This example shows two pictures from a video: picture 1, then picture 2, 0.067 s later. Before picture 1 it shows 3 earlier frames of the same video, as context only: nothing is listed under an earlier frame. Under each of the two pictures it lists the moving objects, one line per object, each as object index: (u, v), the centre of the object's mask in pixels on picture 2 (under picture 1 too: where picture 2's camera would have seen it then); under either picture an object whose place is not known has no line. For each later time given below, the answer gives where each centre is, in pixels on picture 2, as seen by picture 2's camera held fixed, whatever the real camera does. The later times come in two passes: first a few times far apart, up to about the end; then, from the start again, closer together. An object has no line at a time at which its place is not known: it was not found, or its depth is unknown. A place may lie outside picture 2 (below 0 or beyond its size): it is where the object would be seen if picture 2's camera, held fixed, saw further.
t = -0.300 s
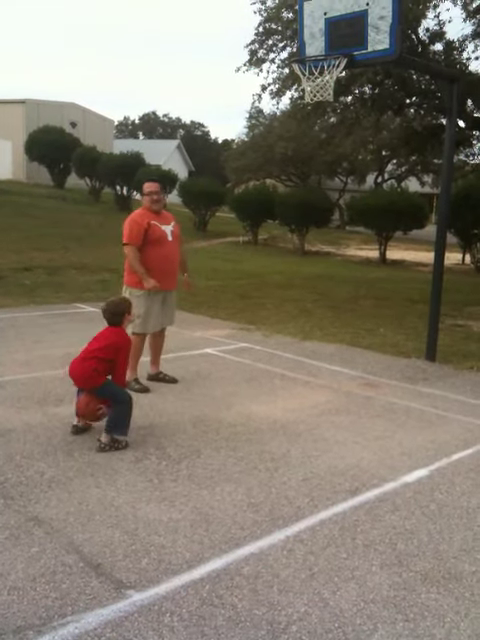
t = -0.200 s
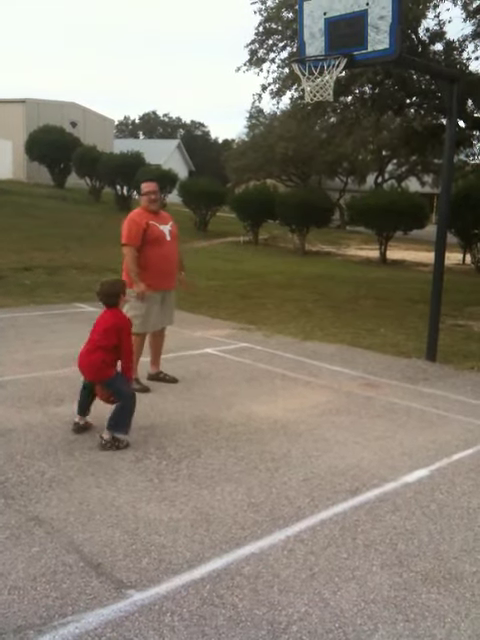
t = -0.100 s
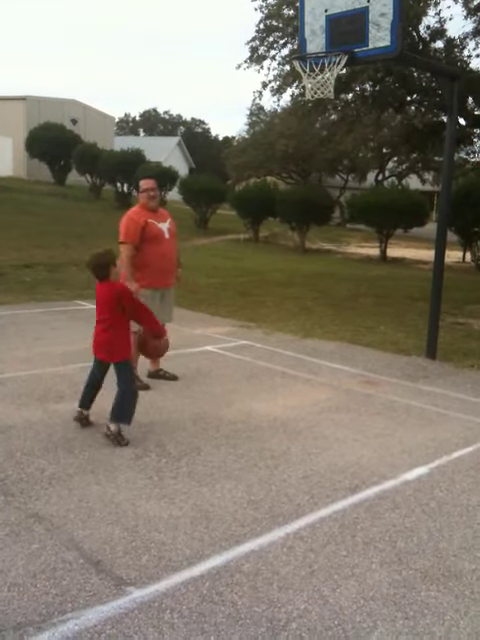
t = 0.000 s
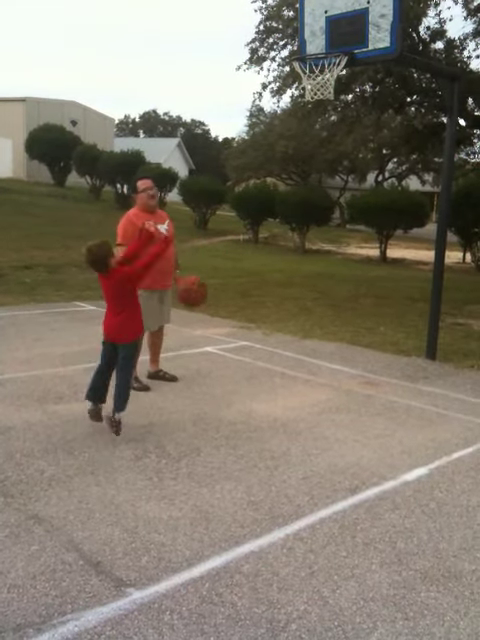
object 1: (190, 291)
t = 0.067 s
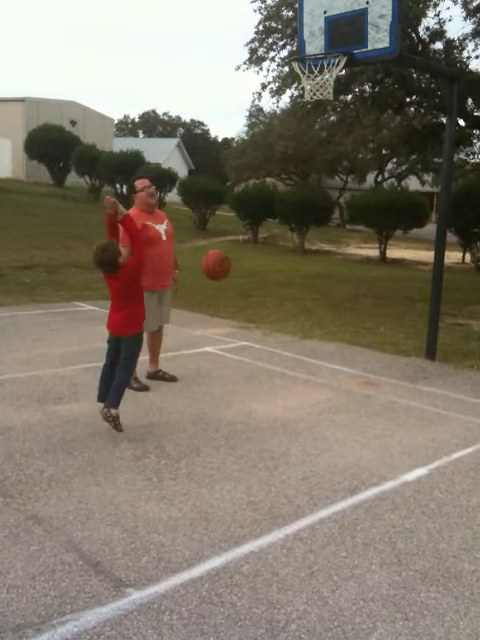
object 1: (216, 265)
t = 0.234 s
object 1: (270, 226)
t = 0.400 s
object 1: (316, 223)
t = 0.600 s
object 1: (362, 256)
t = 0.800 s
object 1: (397, 321)
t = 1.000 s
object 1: (417, 328)
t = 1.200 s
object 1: (427, 294)
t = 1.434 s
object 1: (439, 301)
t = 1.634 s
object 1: (448, 342)
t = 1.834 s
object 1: (468, 338)
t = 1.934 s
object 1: (478, 338)
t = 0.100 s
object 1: (227, 254)
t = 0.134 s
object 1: (239, 245)
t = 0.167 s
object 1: (250, 237)
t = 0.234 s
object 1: (270, 226)
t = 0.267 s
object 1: (280, 222)
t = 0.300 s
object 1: (290, 221)
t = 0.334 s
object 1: (299, 220)
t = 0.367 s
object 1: (308, 221)
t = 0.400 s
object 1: (316, 223)
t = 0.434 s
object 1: (326, 226)
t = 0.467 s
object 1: (333, 230)
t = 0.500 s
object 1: (341, 235)
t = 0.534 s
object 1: (348, 242)
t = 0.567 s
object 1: (355, 249)
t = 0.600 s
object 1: (362, 256)
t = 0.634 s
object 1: (369, 266)
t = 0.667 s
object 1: (376, 275)
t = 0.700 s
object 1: (380, 286)
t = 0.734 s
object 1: (387, 297)
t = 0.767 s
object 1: (393, 308)
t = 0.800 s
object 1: (397, 321)
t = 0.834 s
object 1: (403, 334)
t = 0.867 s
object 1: (407, 349)
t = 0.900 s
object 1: (411, 357)
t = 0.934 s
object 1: (412, 347)
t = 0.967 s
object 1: (416, 337)
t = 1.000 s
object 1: (417, 328)
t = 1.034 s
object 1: (419, 319)
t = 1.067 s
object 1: (422, 312)
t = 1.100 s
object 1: (423, 306)
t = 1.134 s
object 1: (424, 301)
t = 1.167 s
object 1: (426, 297)
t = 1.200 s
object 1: (427, 294)
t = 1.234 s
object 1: (429, 293)
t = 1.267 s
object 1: (430, 292)
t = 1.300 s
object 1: (432, 293)
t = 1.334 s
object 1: (432, 293)
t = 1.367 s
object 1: (435, 295)
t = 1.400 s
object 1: (437, 297)
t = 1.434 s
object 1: (439, 301)
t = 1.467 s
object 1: (440, 307)
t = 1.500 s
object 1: (441, 312)
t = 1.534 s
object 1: (442, 318)
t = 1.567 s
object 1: (443, 325)
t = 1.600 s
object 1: (447, 333)
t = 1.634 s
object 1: (448, 342)
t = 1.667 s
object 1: (449, 352)
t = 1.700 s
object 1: (450, 353)
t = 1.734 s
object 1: (457, 347)
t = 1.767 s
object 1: (464, 344)
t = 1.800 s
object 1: (465, 340)
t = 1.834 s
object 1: (468, 338)
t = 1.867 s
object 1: (471, 337)
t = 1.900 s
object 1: (474, 337)
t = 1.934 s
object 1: (478, 338)
